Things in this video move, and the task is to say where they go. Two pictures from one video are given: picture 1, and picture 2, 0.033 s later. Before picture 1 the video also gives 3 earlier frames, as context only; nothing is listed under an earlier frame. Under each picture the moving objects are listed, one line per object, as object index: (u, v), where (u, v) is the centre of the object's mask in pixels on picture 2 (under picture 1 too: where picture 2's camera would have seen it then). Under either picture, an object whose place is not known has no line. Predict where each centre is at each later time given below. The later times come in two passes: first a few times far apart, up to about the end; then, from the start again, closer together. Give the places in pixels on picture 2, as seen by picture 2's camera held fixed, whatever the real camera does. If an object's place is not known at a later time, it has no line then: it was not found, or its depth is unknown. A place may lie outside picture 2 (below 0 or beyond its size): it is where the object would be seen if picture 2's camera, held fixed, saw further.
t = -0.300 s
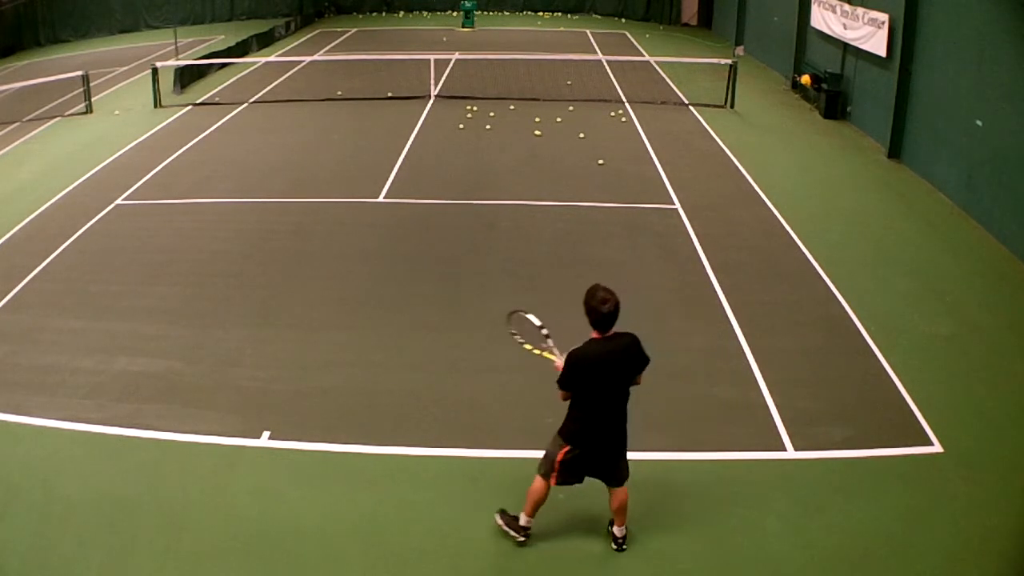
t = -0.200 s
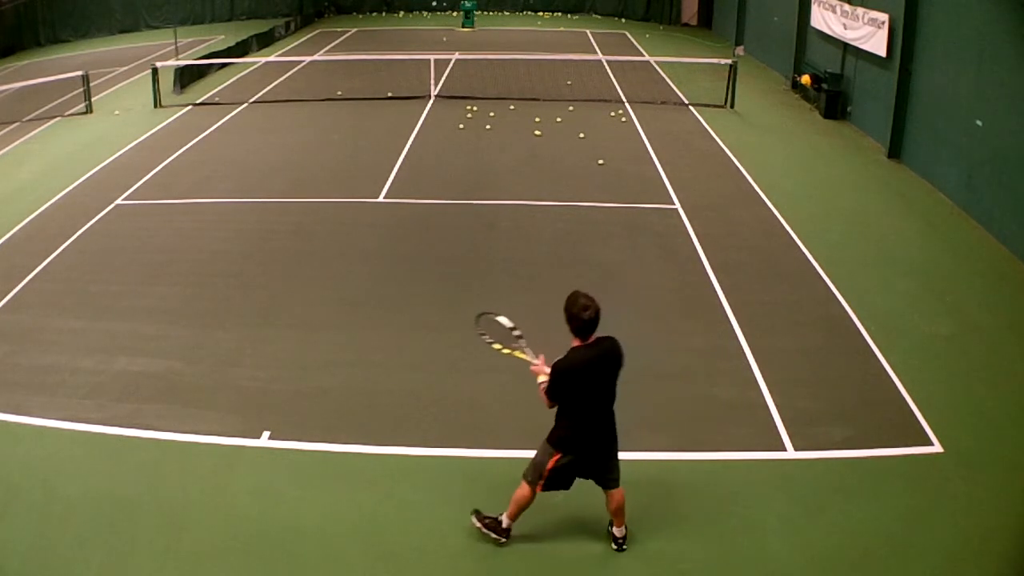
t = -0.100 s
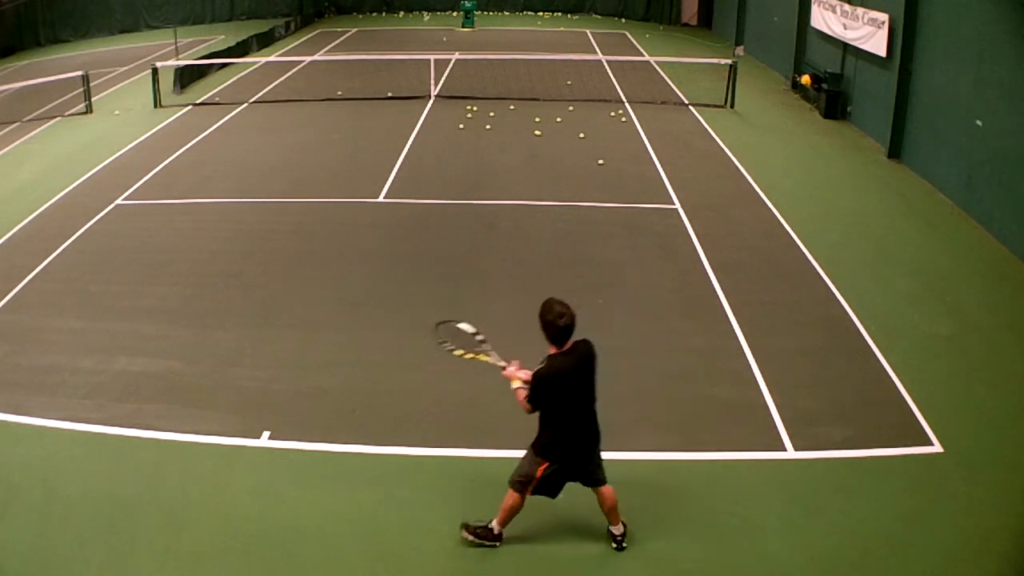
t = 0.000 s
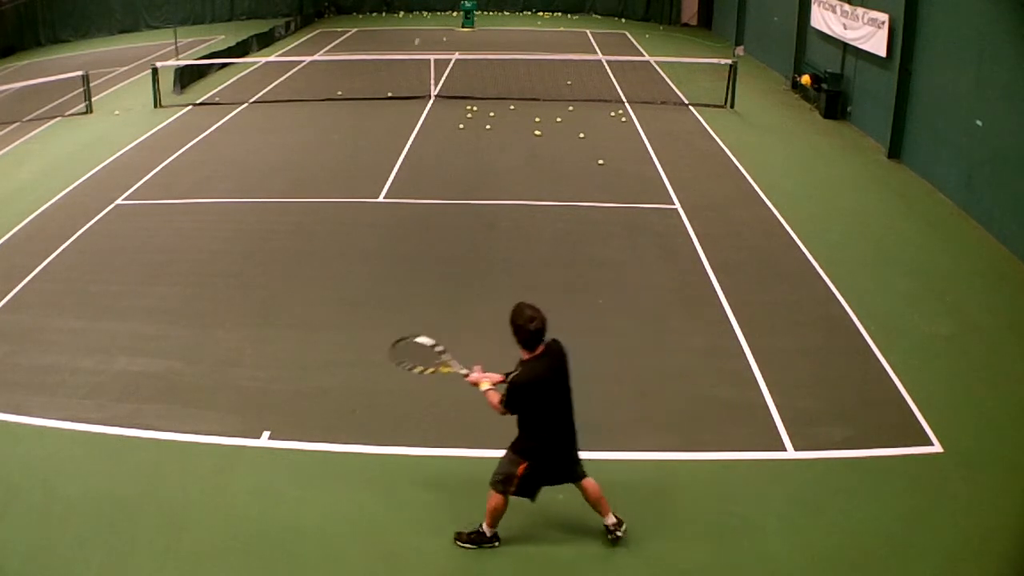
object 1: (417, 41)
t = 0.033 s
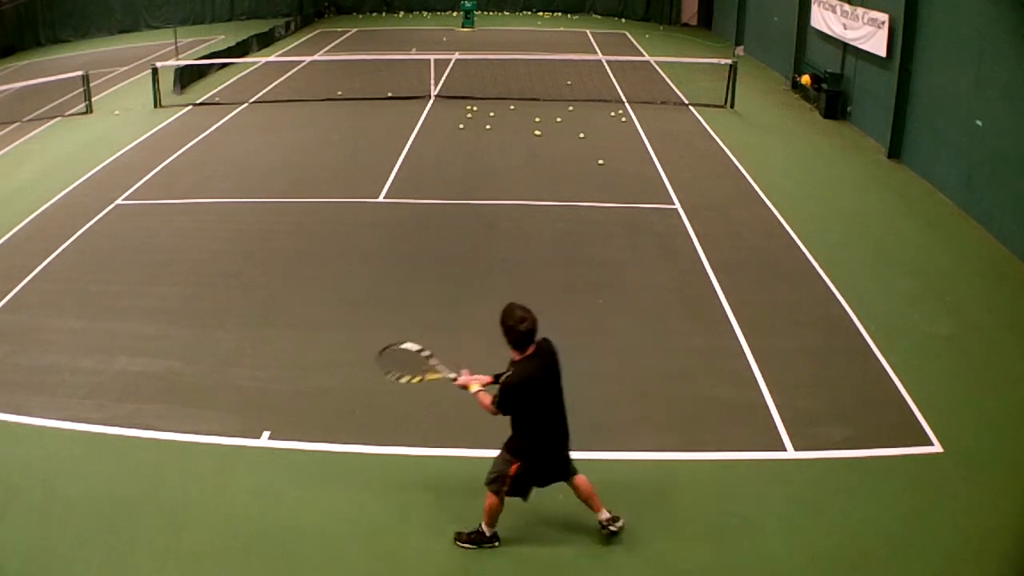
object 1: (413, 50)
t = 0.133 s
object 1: (402, 90)
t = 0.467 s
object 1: (355, 218)
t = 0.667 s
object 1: (324, 218)
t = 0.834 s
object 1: (292, 255)
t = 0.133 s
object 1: (402, 90)
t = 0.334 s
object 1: (374, 214)
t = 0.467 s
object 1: (355, 218)
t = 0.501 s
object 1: (350, 215)
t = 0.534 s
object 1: (346, 214)
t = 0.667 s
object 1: (324, 218)
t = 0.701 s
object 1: (318, 223)
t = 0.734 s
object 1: (312, 228)
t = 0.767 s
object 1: (305, 236)
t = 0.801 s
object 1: (299, 244)
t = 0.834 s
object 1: (292, 255)
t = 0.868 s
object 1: (285, 268)
